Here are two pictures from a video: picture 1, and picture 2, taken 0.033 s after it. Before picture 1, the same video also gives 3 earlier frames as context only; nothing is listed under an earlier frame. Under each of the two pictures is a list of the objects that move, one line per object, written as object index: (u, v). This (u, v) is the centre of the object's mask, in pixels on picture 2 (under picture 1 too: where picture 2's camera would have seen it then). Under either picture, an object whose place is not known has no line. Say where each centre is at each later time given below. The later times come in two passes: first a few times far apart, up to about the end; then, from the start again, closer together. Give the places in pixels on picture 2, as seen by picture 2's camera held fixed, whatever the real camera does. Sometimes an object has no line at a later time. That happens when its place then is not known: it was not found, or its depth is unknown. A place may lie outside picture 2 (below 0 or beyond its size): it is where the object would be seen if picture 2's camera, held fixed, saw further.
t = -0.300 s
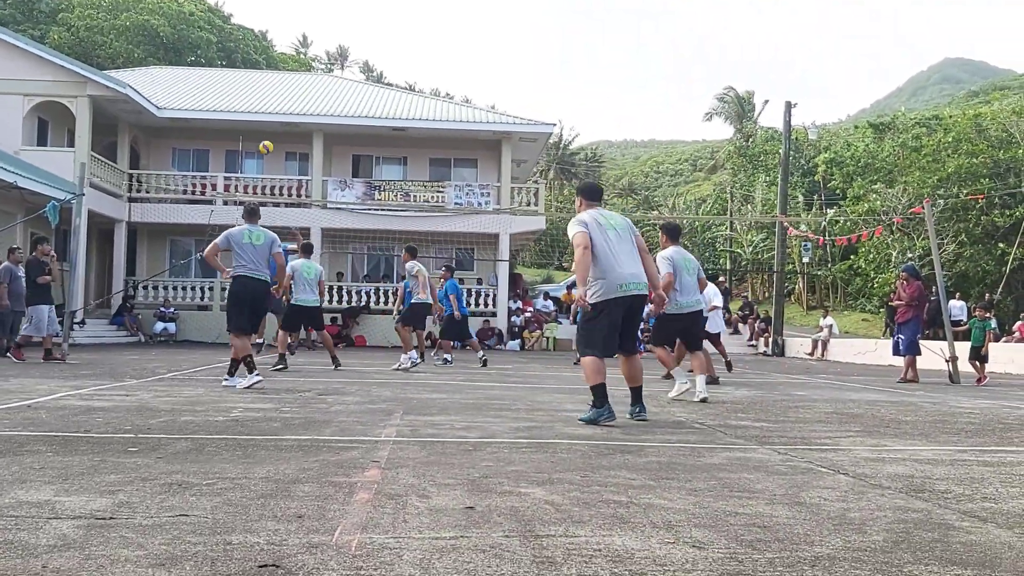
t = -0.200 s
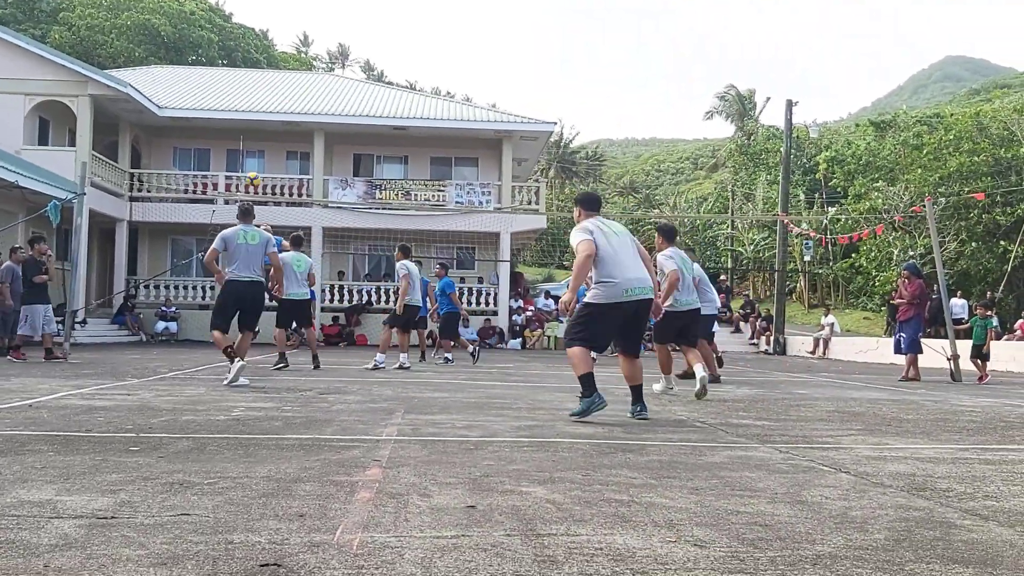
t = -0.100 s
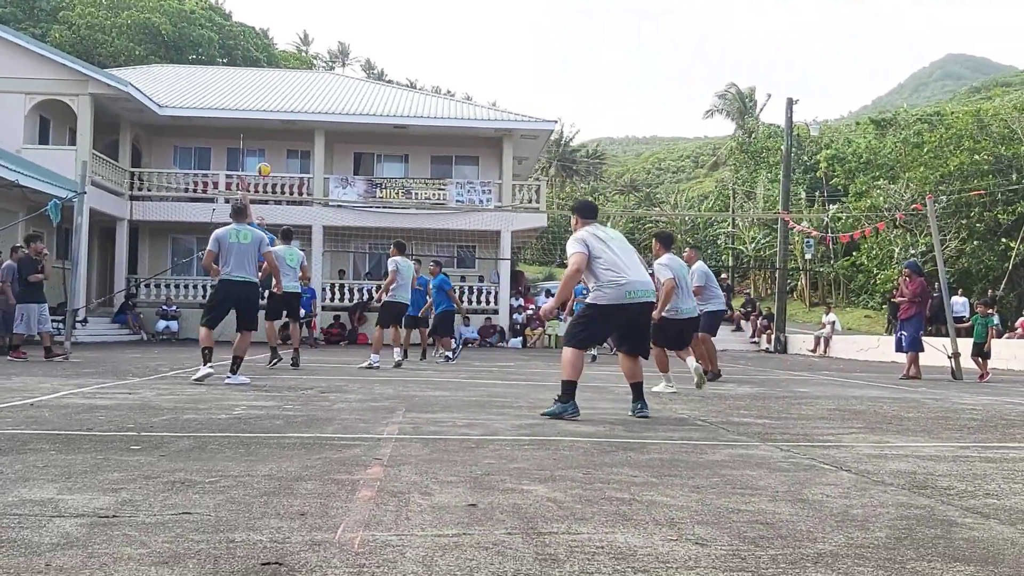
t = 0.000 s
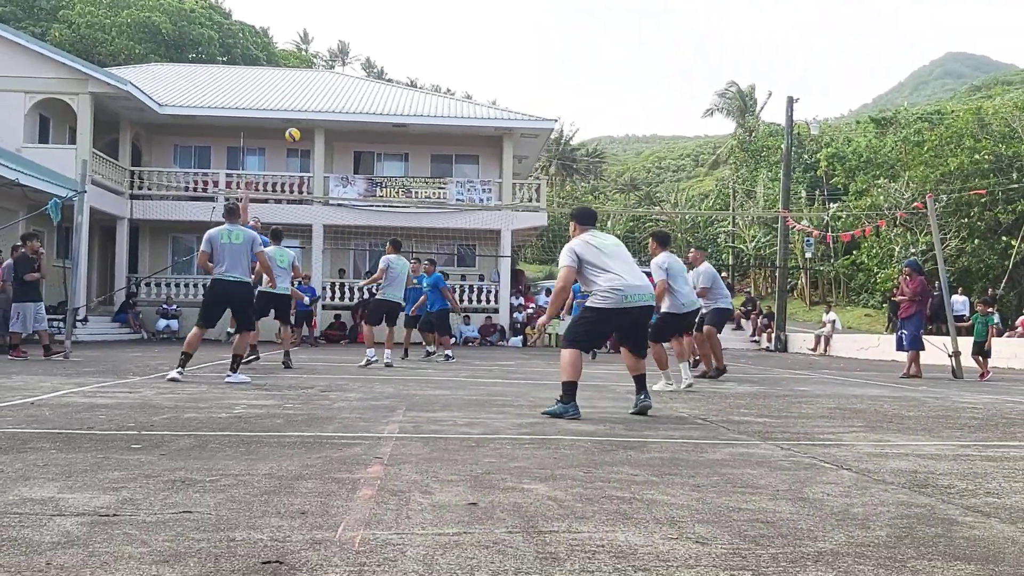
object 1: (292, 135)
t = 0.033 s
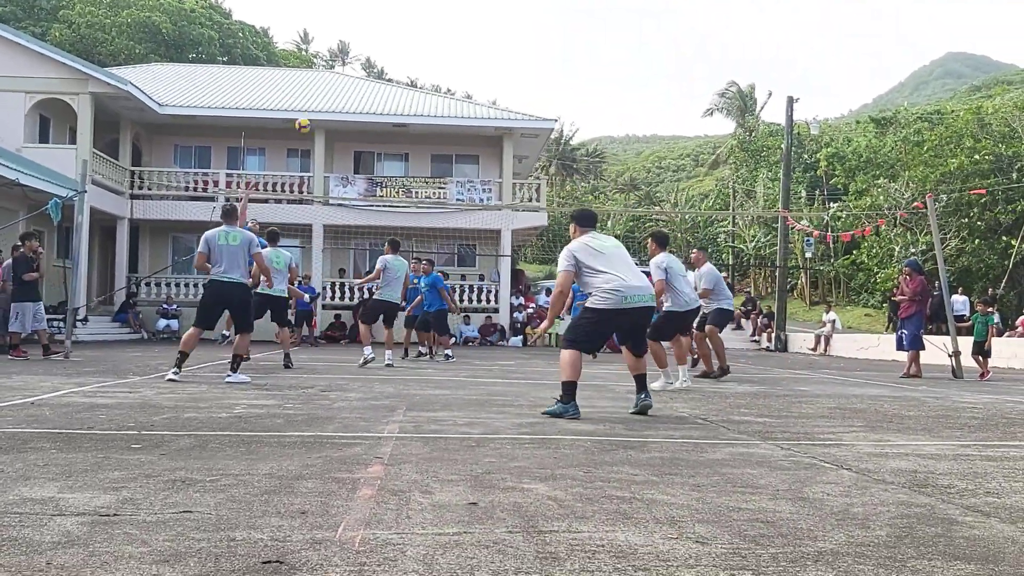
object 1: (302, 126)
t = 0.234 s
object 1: (367, 81)
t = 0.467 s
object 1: (452, 62)
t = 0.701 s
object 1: (553, 92)
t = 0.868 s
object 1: (634, 148)
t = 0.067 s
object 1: (313, 117)
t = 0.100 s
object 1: (323, 108)
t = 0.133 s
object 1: (333, 100)
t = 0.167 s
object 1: (345, 93)
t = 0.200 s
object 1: (356, 85)
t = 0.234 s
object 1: (367, 81)
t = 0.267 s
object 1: (378, 75)
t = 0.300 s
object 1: (390, 71)
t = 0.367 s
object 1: (415, 64)
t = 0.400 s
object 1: (427, 63)
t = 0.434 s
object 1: (439, 62)
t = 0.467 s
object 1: (452, 62)
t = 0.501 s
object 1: (466, 63)
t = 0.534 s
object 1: (480, 65)
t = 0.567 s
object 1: (494, 68)
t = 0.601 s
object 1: (508, 73)
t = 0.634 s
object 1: (523, 78)
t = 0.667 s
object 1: (538, 84)
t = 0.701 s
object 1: (553, 92)
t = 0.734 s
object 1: (569, 101)
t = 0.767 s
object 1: (584, 111)
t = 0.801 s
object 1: (601, 122)
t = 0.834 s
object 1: (617, 135)
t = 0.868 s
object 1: (634, 148)
